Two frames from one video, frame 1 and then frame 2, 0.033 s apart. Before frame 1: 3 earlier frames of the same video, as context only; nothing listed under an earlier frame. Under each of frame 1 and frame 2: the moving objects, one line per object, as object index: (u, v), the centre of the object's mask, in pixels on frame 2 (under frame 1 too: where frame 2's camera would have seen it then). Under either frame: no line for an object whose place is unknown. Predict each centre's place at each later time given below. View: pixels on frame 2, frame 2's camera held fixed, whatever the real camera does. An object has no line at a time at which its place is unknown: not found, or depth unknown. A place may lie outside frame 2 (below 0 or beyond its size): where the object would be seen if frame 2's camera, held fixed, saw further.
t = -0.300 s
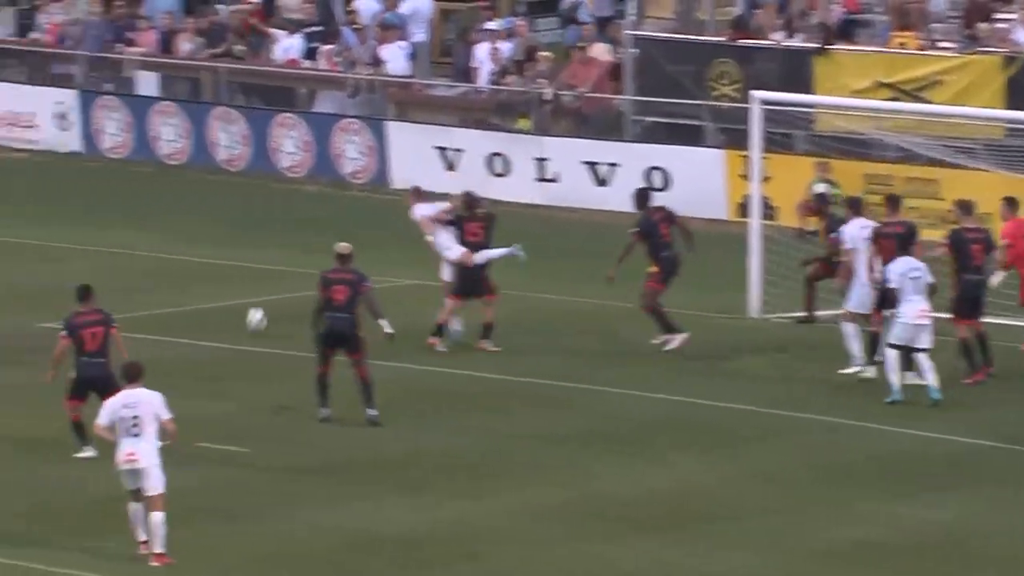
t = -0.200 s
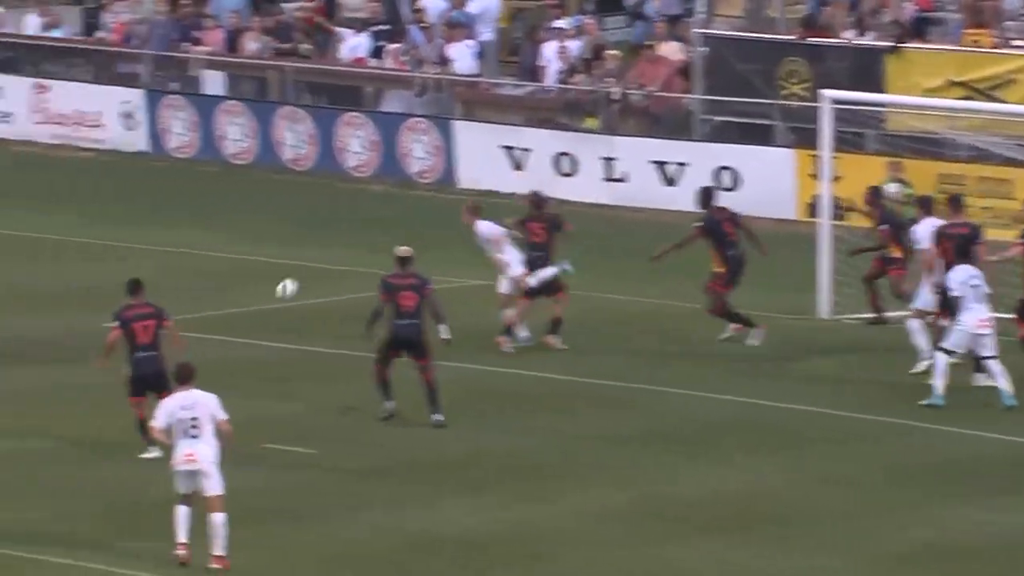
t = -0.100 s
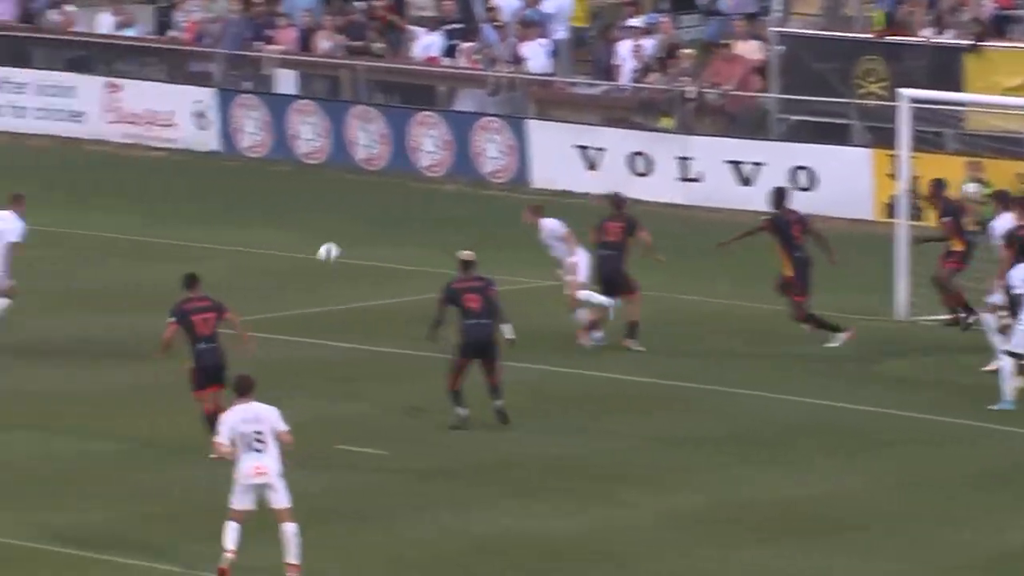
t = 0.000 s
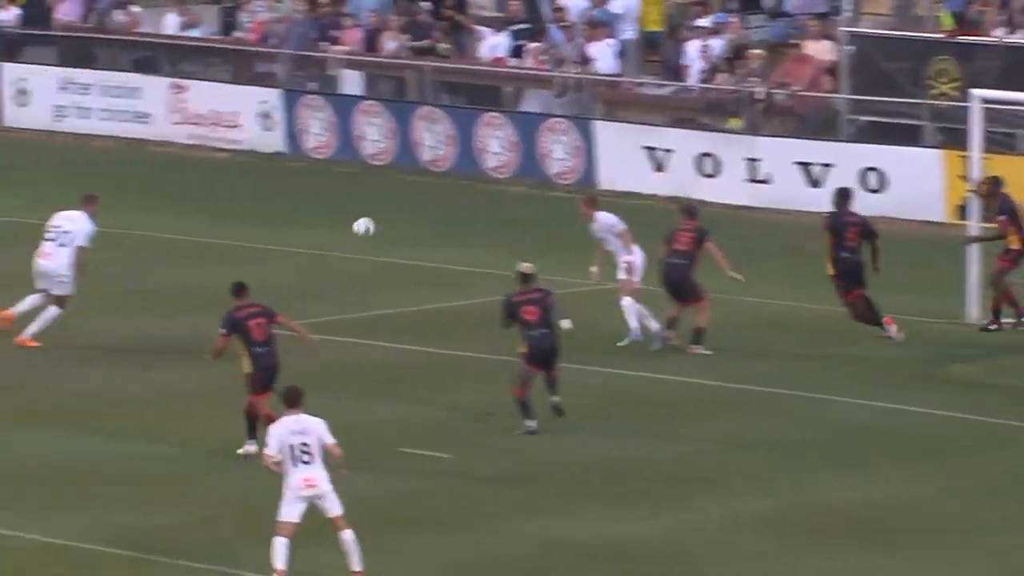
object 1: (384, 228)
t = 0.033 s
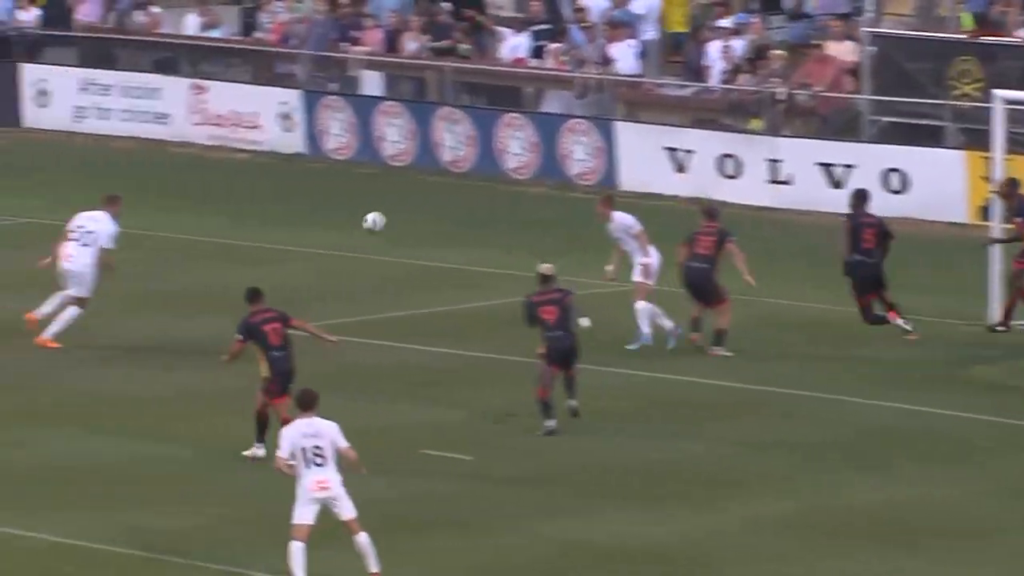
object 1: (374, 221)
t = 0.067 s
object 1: (364, 215)
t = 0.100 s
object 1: (355, 212)
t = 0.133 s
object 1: (345, 208)
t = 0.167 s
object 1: (336, 205)
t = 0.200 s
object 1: (326, 204)
